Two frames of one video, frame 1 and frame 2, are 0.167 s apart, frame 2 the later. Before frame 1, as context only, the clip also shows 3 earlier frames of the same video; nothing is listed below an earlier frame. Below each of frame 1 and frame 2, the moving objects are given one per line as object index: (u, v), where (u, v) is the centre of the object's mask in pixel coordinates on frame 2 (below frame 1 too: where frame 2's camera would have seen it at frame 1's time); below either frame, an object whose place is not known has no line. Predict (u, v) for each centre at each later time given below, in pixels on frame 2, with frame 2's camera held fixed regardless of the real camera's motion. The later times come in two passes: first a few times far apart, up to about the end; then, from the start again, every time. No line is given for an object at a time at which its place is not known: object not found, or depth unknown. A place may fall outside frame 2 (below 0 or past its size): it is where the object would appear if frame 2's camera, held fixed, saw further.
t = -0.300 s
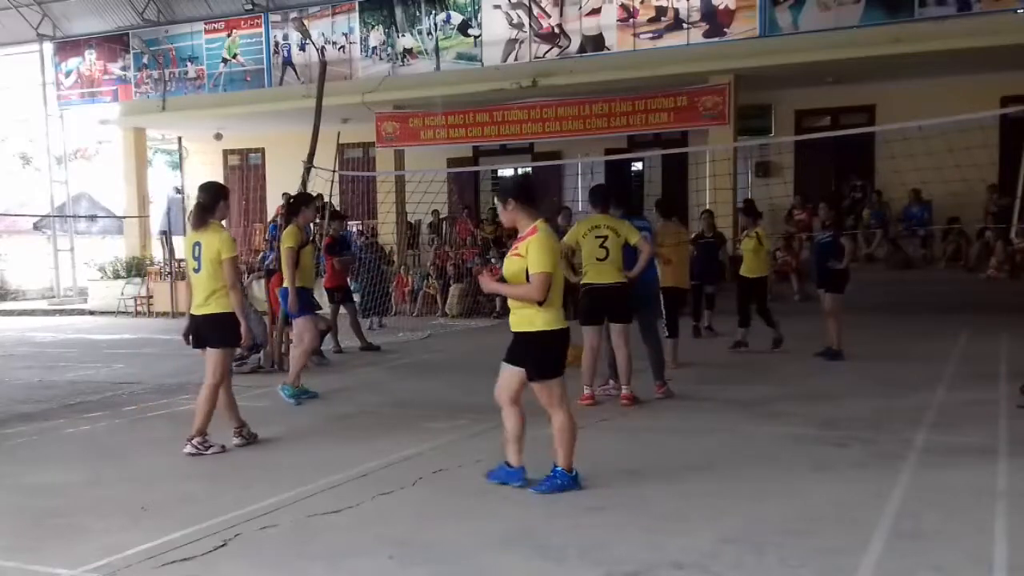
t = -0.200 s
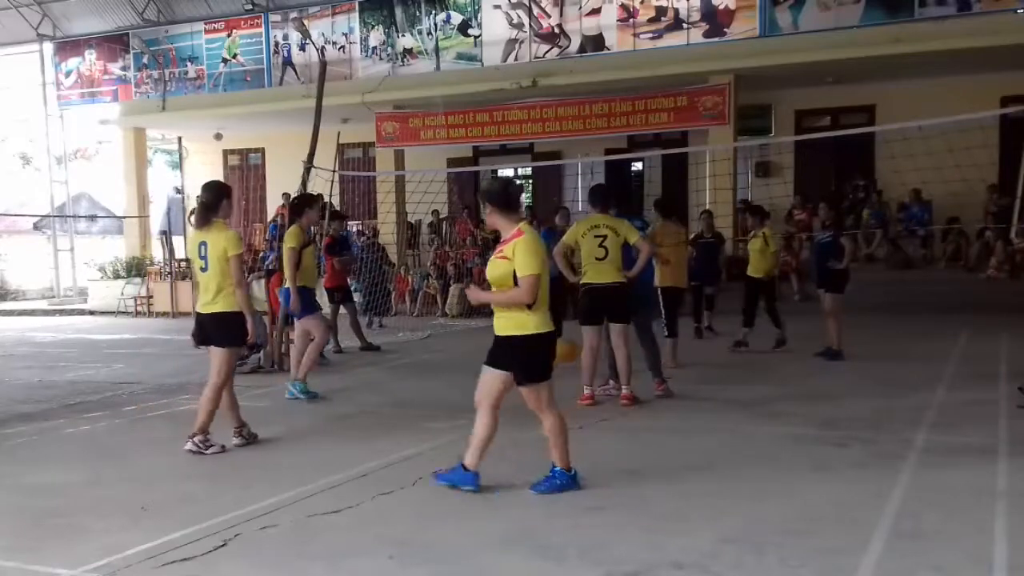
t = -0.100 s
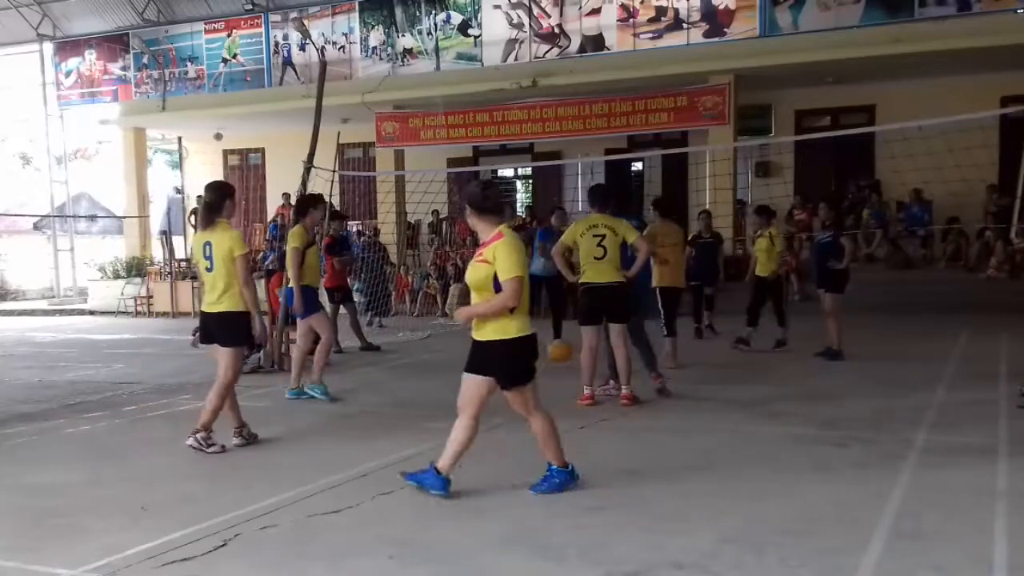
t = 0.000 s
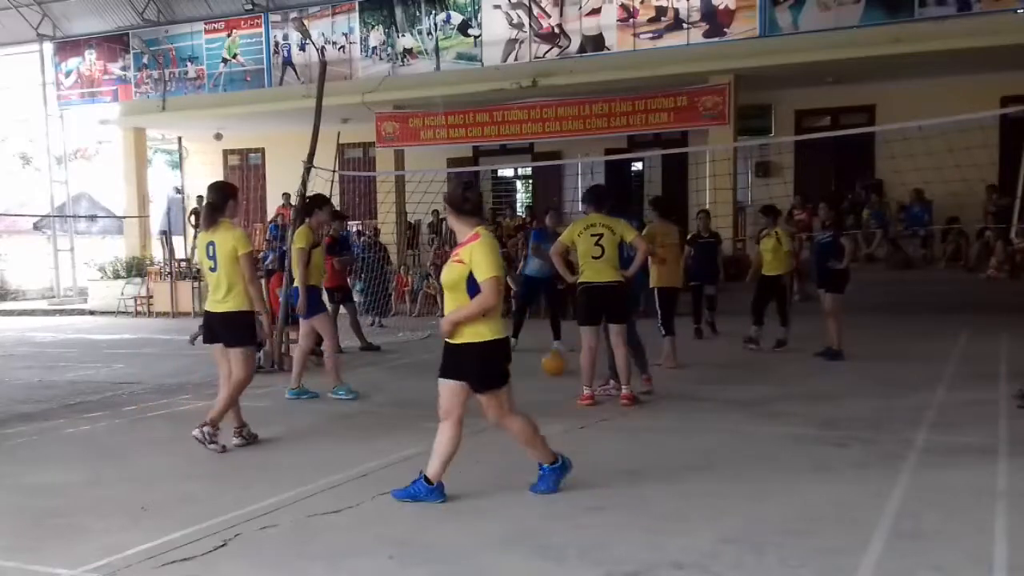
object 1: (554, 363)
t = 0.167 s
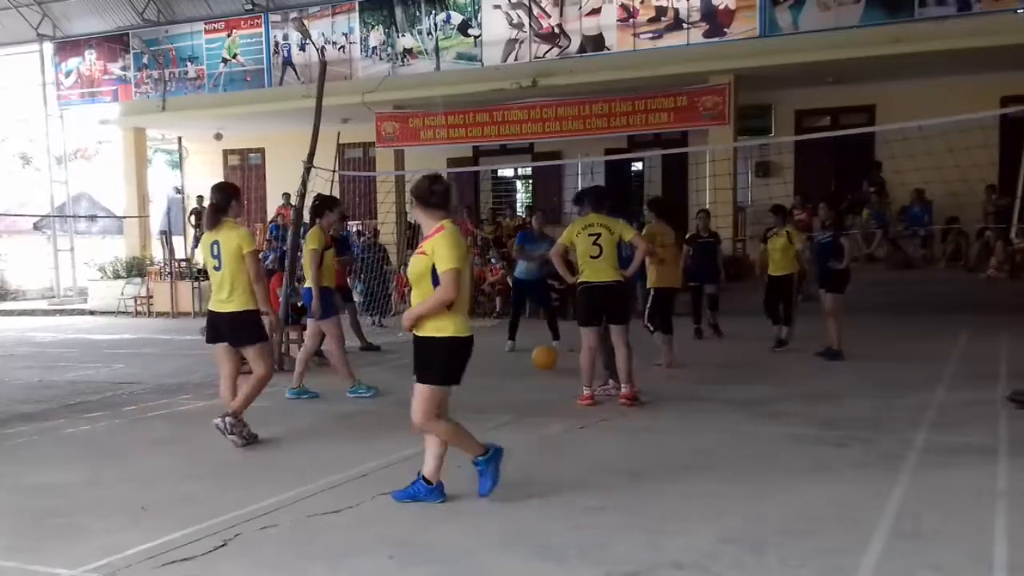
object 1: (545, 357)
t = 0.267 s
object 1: (539, 364)
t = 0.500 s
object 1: (525, 366)
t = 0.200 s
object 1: (543, 357)
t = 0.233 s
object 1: (541, 360)
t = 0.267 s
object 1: (539, 364)
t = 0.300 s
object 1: (537, 370)
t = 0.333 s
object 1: (535, 370)
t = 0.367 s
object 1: (533, 367)
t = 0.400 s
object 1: (531, 365)
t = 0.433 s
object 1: (529, 365)
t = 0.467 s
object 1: (527, 364)
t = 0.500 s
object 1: (525, 366)
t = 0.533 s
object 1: (523, 368)
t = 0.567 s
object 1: (521, 369)
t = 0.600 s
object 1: (519, 375)
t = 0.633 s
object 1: (518, 377)
